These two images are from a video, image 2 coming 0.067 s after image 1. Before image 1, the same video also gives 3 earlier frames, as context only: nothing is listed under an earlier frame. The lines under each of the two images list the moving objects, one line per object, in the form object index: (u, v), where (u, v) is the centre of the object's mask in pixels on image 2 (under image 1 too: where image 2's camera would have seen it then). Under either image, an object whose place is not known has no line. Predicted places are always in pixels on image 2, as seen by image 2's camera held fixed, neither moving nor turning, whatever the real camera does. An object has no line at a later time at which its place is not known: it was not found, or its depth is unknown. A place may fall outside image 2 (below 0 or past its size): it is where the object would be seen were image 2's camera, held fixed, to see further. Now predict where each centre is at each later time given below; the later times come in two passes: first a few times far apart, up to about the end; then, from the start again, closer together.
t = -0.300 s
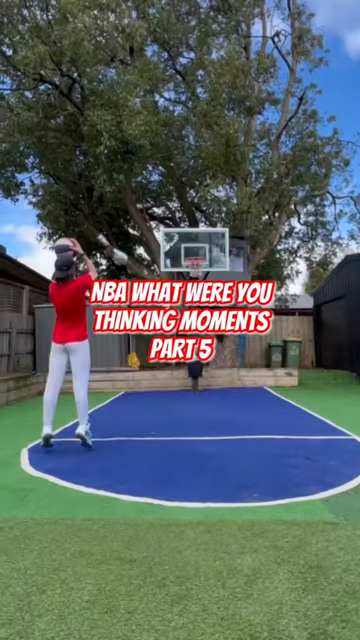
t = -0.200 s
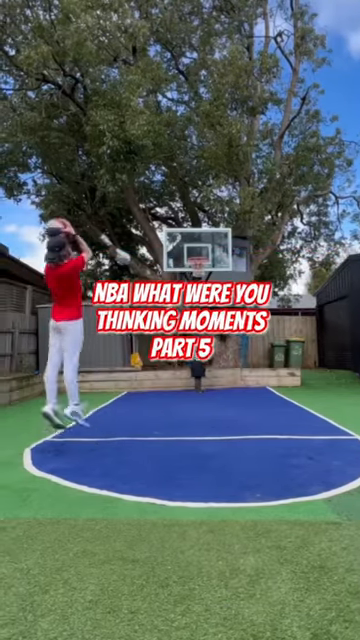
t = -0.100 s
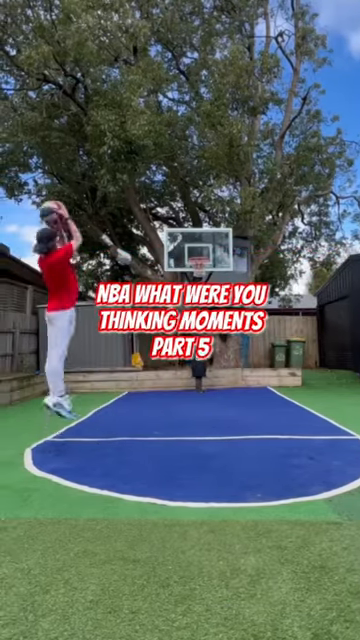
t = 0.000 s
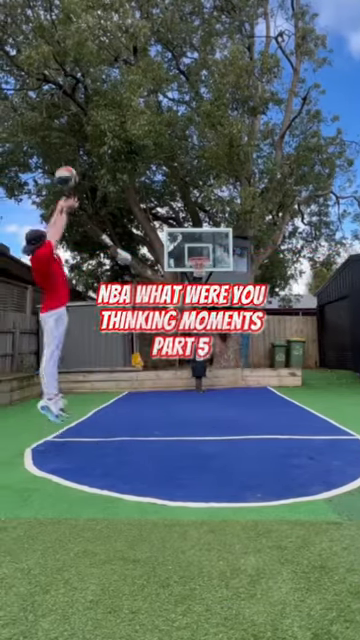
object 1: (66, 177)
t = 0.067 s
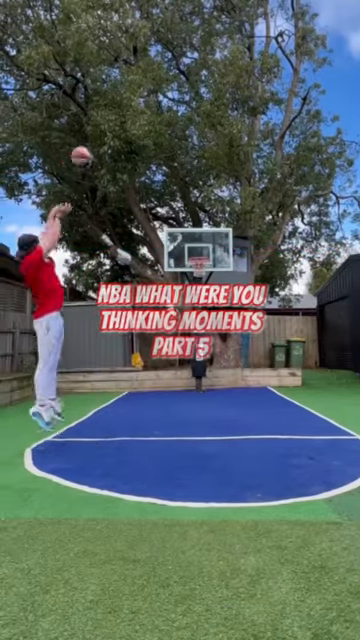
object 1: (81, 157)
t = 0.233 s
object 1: (113, 128)
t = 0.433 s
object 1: (140, 125)
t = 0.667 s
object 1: (166, 146)
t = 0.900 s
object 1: (185, 188)
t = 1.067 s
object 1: (197, 228)
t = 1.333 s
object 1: (195, 264)
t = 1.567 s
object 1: (202, 268)
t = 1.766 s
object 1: (197, 275)
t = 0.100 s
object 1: (88, 149)
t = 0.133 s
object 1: (95, 142)
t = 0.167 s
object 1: (101, 137)
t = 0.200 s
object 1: (107, 133)
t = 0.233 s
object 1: (113, 128)
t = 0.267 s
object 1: (118, 126)
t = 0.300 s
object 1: (123, 124)
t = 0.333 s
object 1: (128, 122)
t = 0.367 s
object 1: (132, 123)
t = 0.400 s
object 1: (136, 124)
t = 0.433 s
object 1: (140, 125)
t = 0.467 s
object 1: (144, 126)
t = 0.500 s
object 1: (149, 128)
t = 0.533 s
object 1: (153, 131)
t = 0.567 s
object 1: (156, 134)
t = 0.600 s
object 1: (159, 138)
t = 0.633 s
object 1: (163, 142)
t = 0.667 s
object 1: (166, 146)
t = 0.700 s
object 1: (169, 151)
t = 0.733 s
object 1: (172, 156)
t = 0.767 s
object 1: (175, 162)
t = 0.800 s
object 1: (177, 169)
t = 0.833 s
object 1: (181, 175)
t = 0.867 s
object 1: (183, 181)
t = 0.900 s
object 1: (185, 188)
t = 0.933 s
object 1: (188, 196)
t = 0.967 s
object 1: (190, 202)
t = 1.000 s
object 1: (192, 211)
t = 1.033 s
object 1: (194, 220)
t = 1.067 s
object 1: (197, 228)
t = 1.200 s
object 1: (200, 258)
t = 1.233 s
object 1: (193, 260)
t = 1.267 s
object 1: (193, 262)
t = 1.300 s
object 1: (193, 263)
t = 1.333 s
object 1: (195, 264)
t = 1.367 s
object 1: (200, 267)
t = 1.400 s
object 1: (199, 264)
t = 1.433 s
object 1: (200, 265)
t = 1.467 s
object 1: (201, 267)
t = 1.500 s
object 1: (202, 267)
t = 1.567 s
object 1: (202, 268)
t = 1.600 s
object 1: (201, 270)
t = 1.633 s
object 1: (201, 269)
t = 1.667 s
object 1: (201, 270)
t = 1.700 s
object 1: (199, 271)
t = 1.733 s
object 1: (198, 273)
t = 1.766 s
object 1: (197, 275)
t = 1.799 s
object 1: (196, 278)
